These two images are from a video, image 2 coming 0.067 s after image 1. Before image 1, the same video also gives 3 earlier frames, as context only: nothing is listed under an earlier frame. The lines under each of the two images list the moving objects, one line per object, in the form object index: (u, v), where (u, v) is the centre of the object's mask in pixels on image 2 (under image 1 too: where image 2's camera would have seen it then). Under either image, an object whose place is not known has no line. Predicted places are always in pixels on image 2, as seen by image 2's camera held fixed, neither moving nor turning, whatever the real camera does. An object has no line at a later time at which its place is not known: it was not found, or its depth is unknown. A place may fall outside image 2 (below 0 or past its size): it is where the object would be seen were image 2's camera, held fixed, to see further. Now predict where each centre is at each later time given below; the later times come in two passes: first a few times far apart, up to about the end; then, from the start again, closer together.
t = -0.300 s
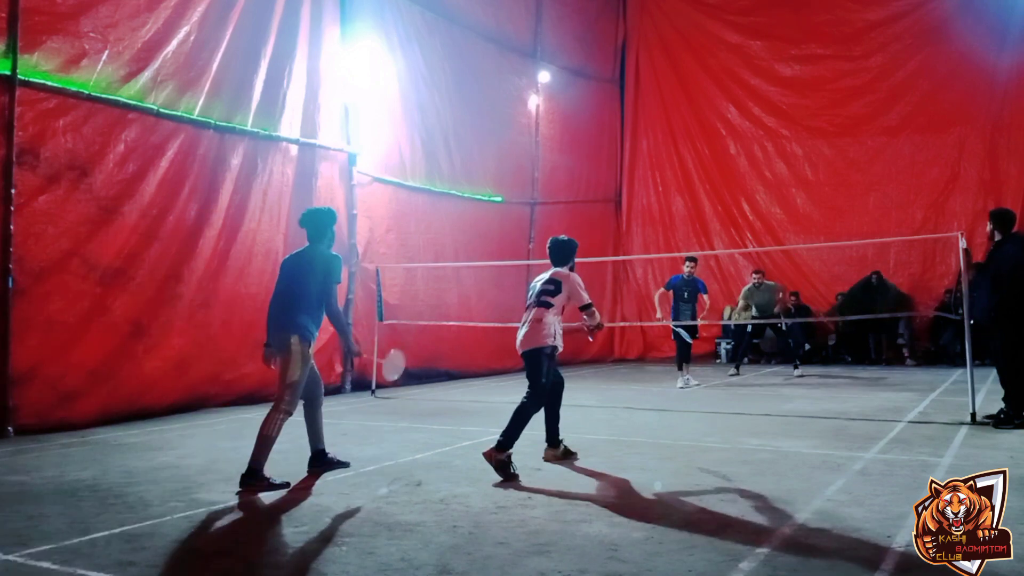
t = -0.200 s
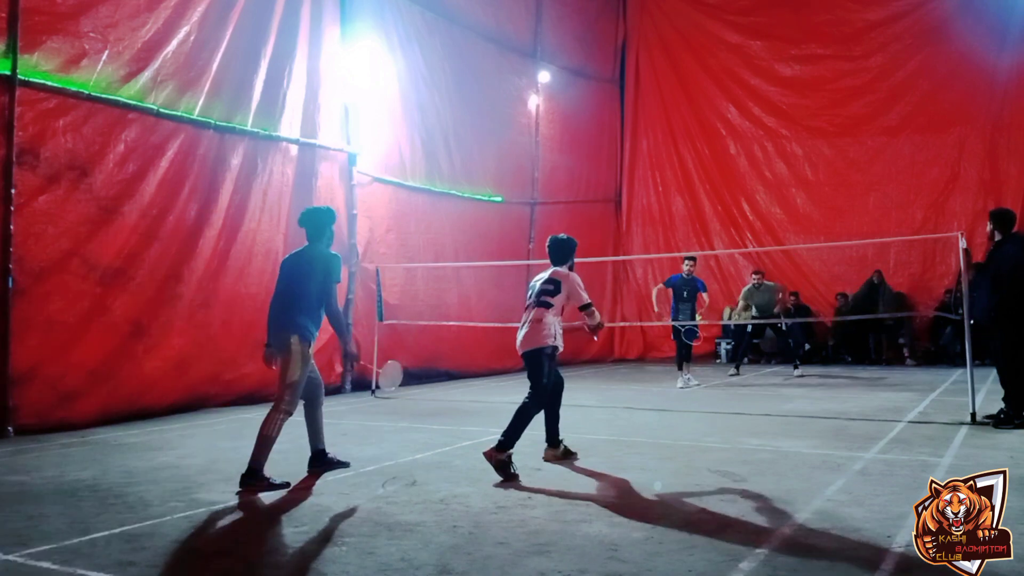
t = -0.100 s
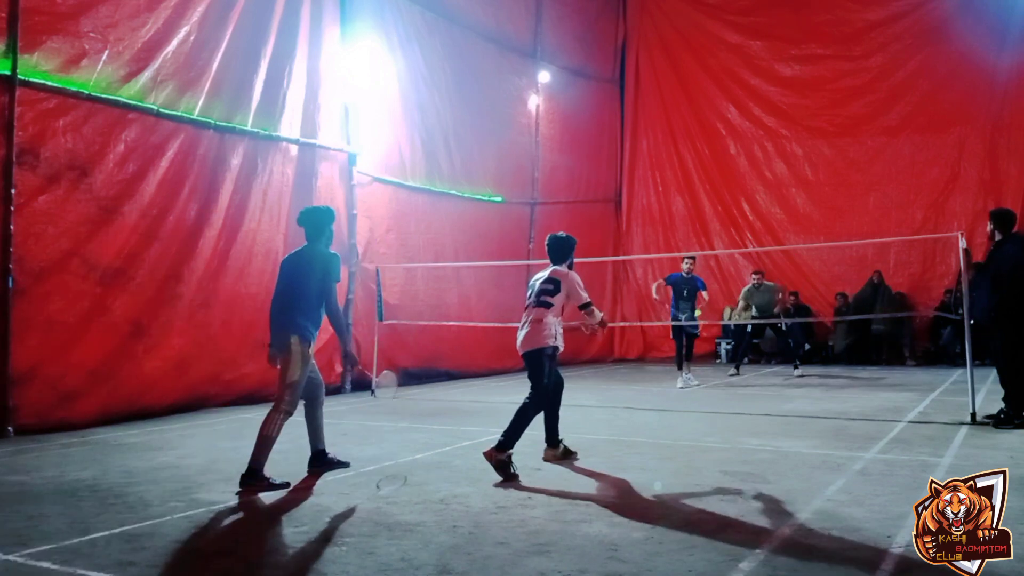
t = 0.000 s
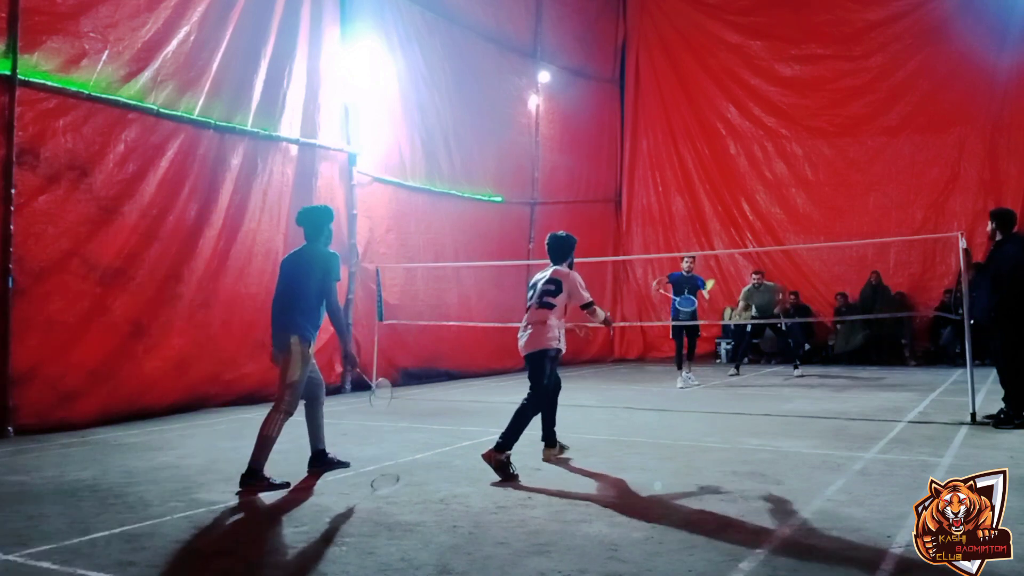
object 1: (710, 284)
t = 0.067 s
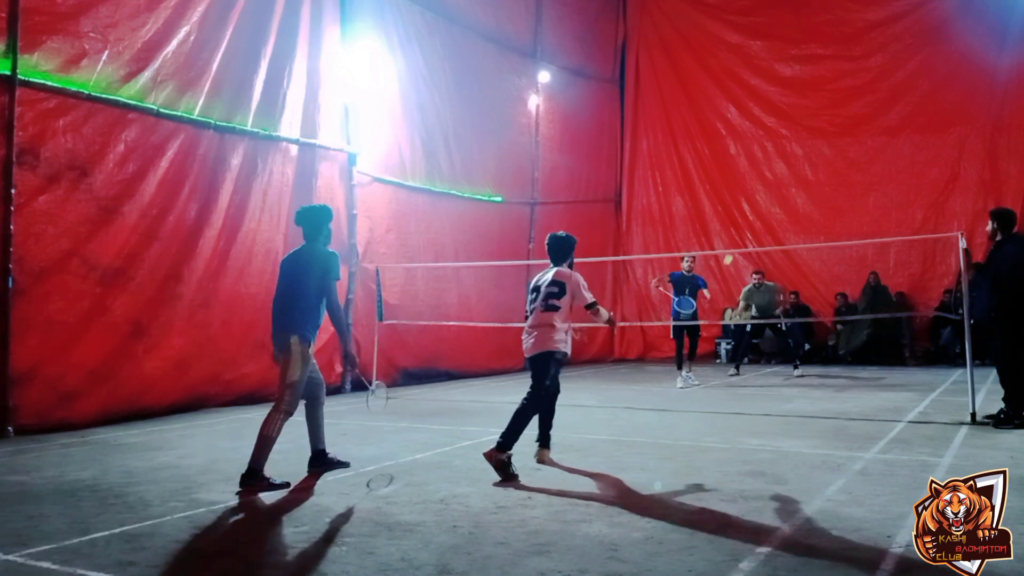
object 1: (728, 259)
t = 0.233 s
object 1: (758, 219)
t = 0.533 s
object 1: (813, 213)
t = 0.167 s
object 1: (745, 231)
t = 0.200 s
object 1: (751, 225)
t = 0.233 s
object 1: (758, 219)
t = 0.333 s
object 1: (779, 207)
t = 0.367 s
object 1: (785, 204)
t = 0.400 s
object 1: (791, 204)
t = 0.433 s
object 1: (799, 206)
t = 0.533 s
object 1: (813, 213)
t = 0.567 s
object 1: (819, 219)
